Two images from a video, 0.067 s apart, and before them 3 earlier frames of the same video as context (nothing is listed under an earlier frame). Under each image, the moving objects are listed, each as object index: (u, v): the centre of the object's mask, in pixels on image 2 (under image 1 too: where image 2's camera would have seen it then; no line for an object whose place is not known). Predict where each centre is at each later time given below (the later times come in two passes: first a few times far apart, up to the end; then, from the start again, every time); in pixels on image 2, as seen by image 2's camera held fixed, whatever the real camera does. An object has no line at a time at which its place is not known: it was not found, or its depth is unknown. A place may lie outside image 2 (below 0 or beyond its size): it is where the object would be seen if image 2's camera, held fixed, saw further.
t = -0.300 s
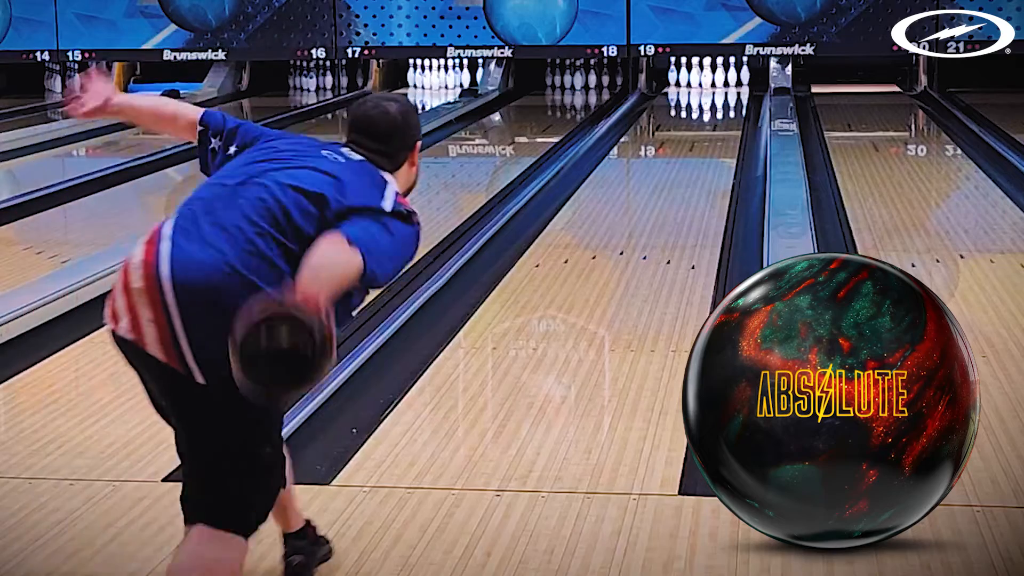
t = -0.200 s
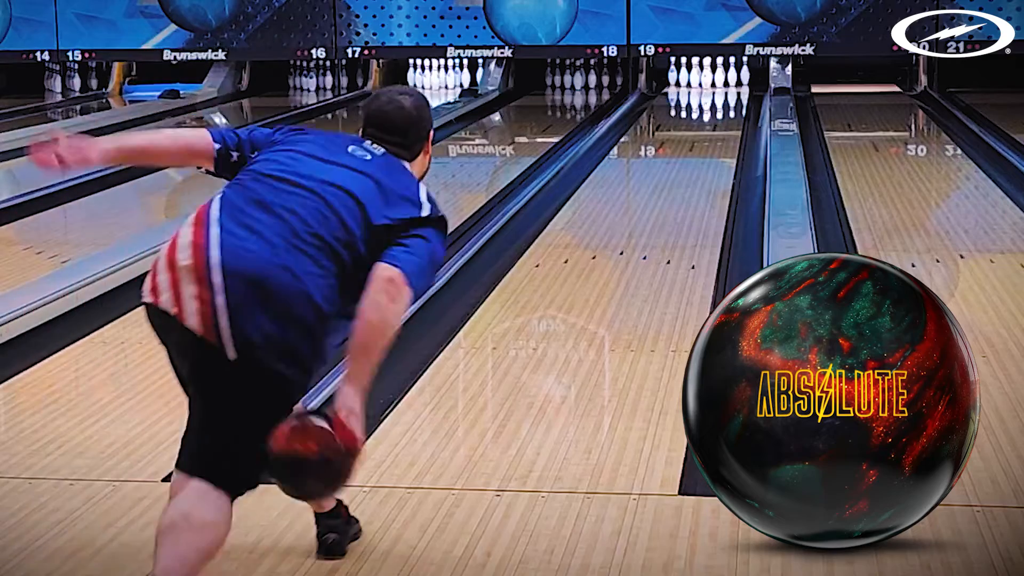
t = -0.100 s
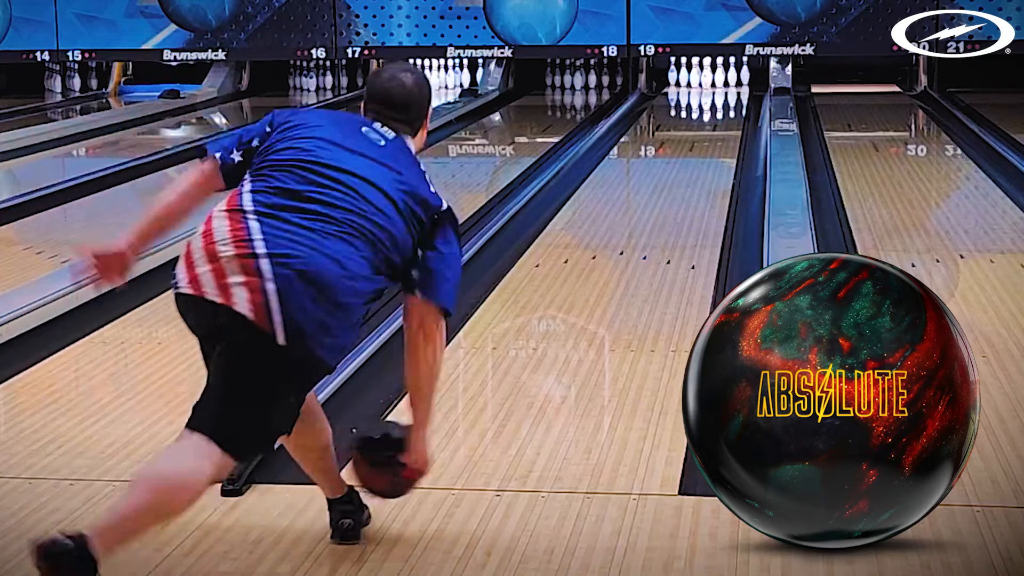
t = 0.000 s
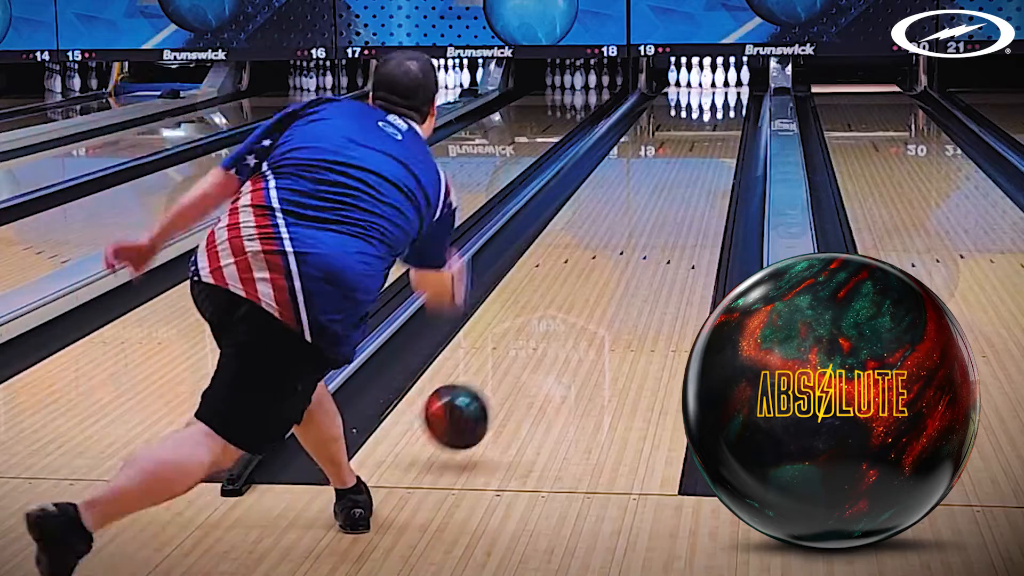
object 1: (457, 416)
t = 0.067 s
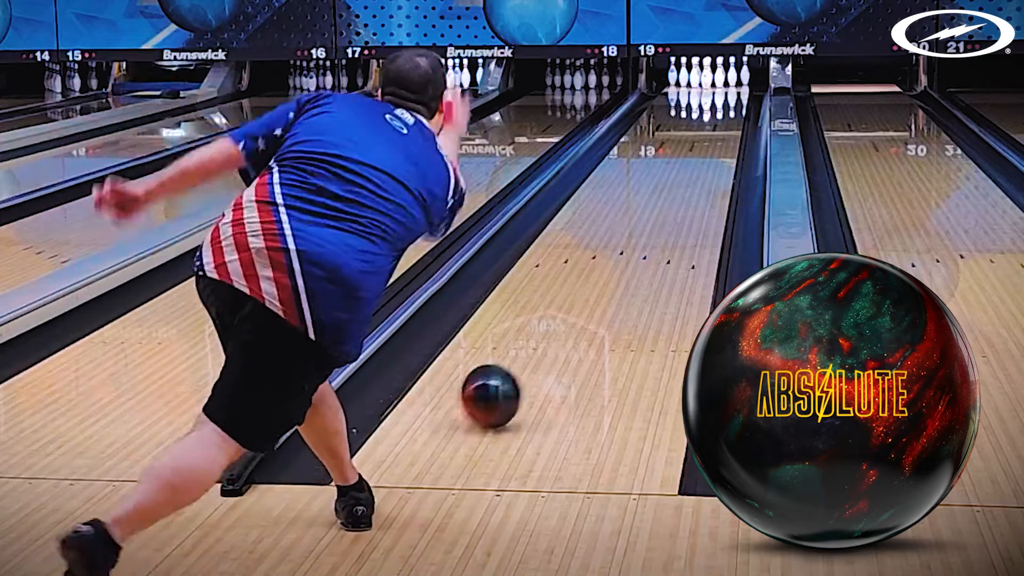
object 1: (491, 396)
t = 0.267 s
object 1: (566, 316)
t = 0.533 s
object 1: (629, 243)
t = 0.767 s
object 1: (667, 200)
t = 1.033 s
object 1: (696, 165)
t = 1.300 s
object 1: (716, 140)
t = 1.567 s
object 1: (728, 120)
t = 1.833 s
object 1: (731, 105)
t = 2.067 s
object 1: (726, 95)
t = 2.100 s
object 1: (725, 93)
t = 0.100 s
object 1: (506, 383)
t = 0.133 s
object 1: (519, 368)
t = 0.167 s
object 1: (532, 353)
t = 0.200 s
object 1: (544, 340)
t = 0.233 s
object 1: (555, 327)
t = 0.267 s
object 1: (566, 316)
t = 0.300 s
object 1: (576, 304)
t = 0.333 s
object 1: (585, 294)
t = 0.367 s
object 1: (593, 284)
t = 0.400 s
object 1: (601, 275)
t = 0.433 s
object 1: (609, 266)
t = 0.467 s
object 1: (616, 258)
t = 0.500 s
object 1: (623, 250)
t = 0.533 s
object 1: (629, 243)
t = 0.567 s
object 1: (636, 236)
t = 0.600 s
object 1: (641, 230)
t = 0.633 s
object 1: (647, 223)
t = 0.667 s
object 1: (652, 217)
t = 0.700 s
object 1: (657, 211)
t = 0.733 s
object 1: (662, 206)
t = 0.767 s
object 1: (667, 200)
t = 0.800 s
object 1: (671, 195)
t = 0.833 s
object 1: (675, 191)
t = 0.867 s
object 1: (679, 186)
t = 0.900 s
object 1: (683, 181)
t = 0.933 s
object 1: (686, 177)
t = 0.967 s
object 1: (690, 173)
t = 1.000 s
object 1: (693, 169)
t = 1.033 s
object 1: (696, 165)
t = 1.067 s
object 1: (699, 162)
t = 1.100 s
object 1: (702, 158)
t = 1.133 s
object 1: (704, 155)
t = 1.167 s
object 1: (707, 152)
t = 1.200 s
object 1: (709, 149)
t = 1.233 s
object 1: (712, 146)
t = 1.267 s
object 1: (713, 143)
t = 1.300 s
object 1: (716, 140)
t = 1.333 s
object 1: (718, 137)
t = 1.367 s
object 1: (719, 135)
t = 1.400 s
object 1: (721, 132)
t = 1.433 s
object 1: (723, 130)
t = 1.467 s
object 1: (724, 128)
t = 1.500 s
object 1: (725, 125)
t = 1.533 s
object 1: (726, 123)
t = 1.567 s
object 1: (728, 120)
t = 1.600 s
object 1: (728, 119)
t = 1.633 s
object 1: (729, 117)
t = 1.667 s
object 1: (730, 114)
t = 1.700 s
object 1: (730, 112)
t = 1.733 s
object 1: (730, 110)
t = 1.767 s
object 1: (731, 109)
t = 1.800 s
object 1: (731, 106)
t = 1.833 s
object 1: (731, 105)
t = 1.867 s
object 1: (731, 104)
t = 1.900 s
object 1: (731, 102)
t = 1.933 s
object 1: (730, 101)
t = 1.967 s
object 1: (729, 99)
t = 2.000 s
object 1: (729, 97)
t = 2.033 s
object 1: (727, 96)
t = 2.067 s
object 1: (726, 95)
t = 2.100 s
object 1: (725, 93)
